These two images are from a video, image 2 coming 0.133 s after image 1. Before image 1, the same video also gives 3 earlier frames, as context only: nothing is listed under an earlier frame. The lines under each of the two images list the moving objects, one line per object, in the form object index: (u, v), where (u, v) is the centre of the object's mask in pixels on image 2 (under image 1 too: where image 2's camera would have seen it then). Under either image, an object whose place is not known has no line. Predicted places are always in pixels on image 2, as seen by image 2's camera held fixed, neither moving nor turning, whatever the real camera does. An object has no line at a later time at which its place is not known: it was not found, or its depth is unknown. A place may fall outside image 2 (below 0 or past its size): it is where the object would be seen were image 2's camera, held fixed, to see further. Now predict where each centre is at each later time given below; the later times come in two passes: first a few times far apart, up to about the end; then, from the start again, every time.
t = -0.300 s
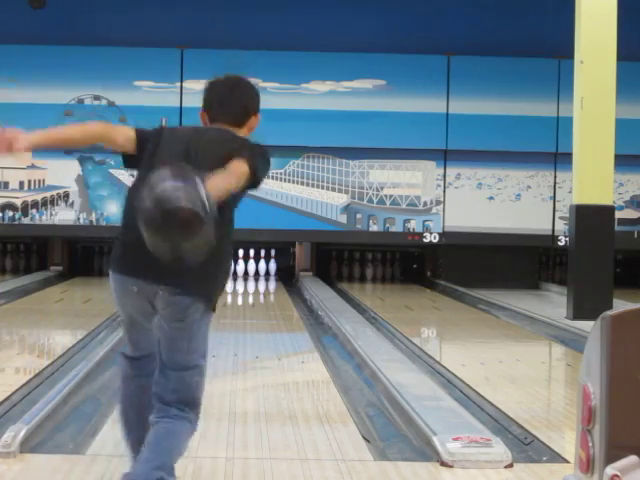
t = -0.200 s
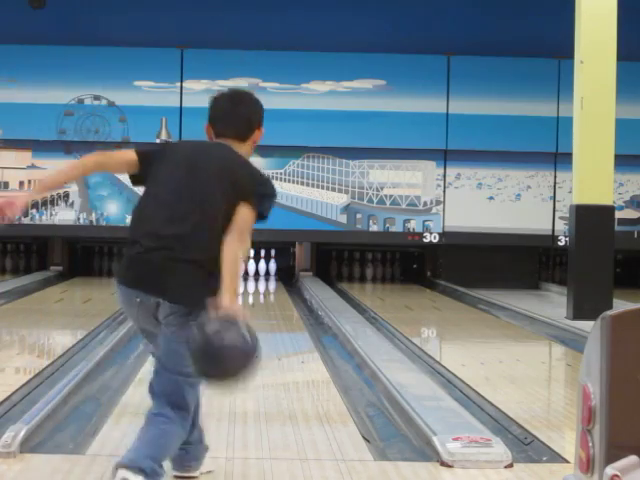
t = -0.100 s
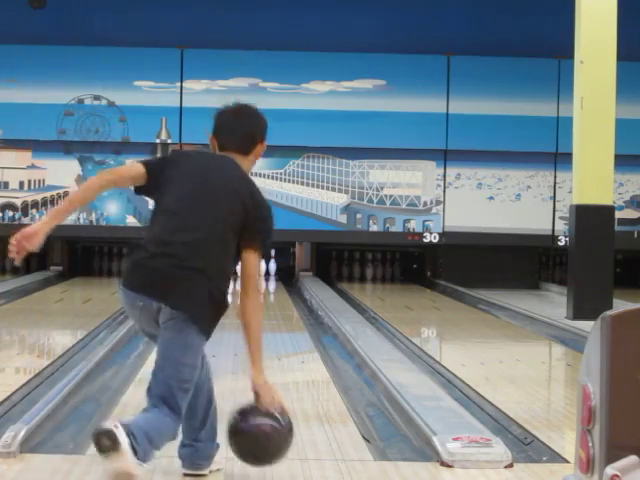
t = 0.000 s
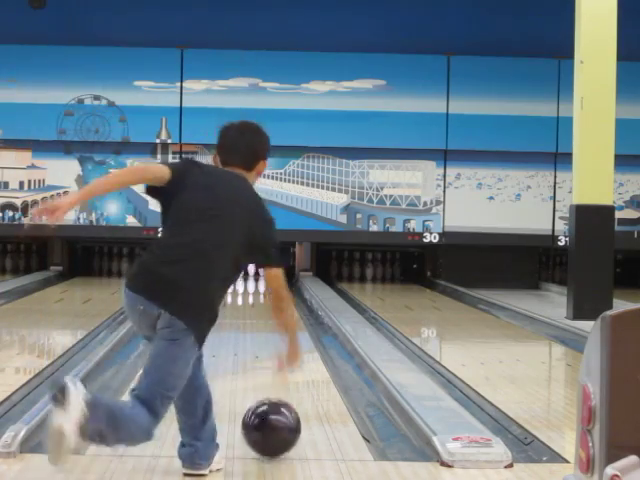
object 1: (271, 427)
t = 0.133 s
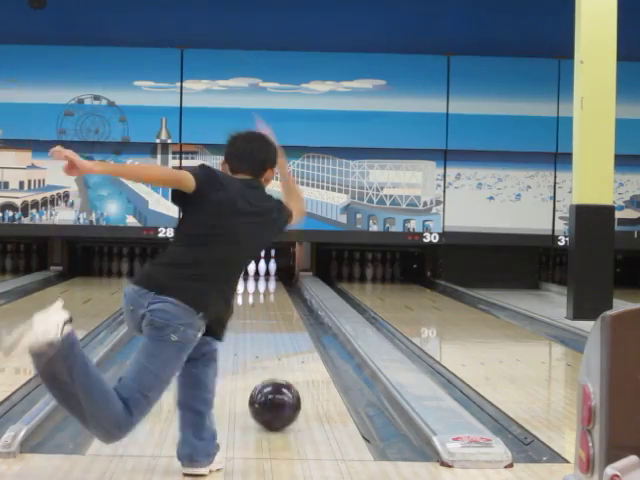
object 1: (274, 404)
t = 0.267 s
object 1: (277, 384)
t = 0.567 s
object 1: (279, 352)
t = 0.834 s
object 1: (279, 332)
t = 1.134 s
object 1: (278, 316)
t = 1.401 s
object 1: (275, 305)
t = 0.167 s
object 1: (275, 398)
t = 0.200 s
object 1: (275, 394)
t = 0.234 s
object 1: (276, 389)
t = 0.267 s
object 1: (277, 384)
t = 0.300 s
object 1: (277, 380)
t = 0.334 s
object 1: (277, 376)
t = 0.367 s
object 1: (278, 372)
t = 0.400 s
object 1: (278, 368)
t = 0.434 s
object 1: (279, 365)
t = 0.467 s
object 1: (279, 361)
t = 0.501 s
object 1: (279, 358)
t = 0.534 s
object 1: (279, 355)
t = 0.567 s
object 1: (279, 352)
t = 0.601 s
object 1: (280, 349)
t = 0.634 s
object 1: (279, 347)
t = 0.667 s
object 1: (280, 344)
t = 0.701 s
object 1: (279, 341)
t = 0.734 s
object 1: (280, 339)
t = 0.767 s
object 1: (279, 336)
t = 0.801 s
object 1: (279, 334)
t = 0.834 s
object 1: (279, 332)
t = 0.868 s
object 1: (279, 330)
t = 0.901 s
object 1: (279, 328)
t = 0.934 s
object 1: (279, 326)
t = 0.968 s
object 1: (279, 324)
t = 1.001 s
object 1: (279, 322)
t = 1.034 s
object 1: (279, 321)
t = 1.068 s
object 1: (278, 319)
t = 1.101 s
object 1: (278, 317)
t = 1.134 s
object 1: (278, 316)
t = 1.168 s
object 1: (277, 315)
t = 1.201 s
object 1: (277, 313)
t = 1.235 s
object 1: (277, 311)
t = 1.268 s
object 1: (277, 310)
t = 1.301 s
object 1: (276, 309)
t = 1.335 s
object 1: (276, 307)
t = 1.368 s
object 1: (276, 306)
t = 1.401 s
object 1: (275, 305)
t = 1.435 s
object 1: (275, 304)
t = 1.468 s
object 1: (275, 303)
